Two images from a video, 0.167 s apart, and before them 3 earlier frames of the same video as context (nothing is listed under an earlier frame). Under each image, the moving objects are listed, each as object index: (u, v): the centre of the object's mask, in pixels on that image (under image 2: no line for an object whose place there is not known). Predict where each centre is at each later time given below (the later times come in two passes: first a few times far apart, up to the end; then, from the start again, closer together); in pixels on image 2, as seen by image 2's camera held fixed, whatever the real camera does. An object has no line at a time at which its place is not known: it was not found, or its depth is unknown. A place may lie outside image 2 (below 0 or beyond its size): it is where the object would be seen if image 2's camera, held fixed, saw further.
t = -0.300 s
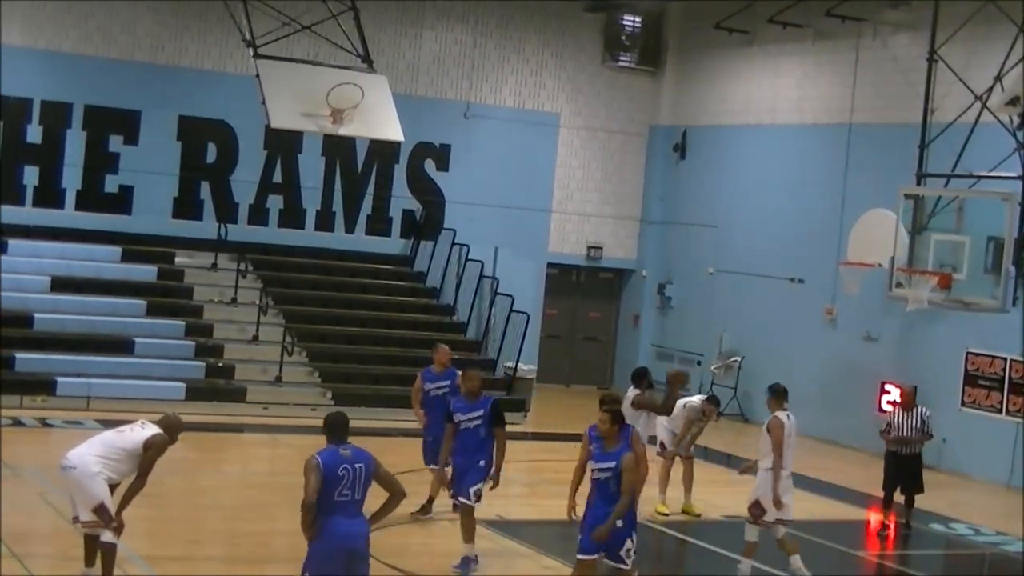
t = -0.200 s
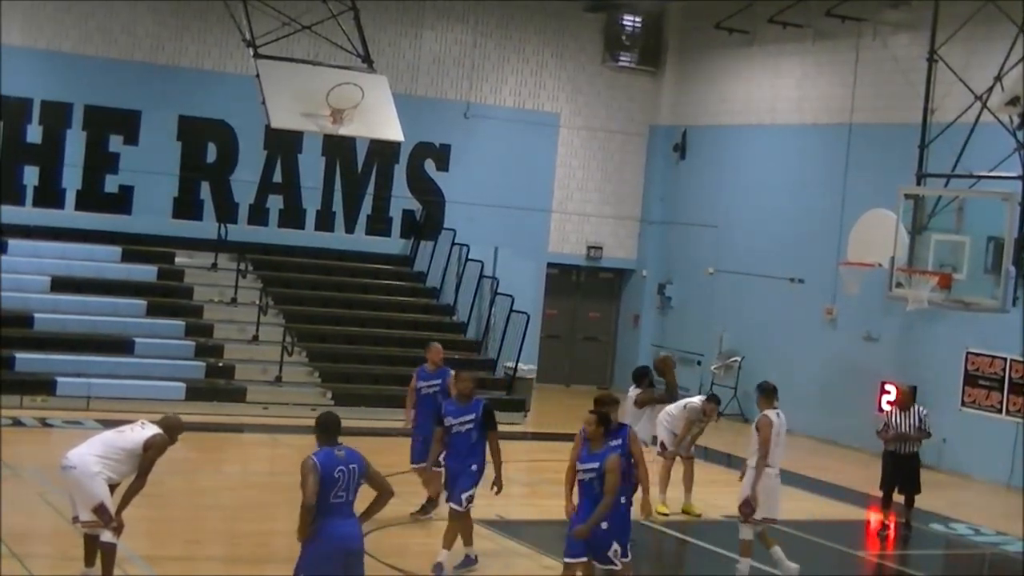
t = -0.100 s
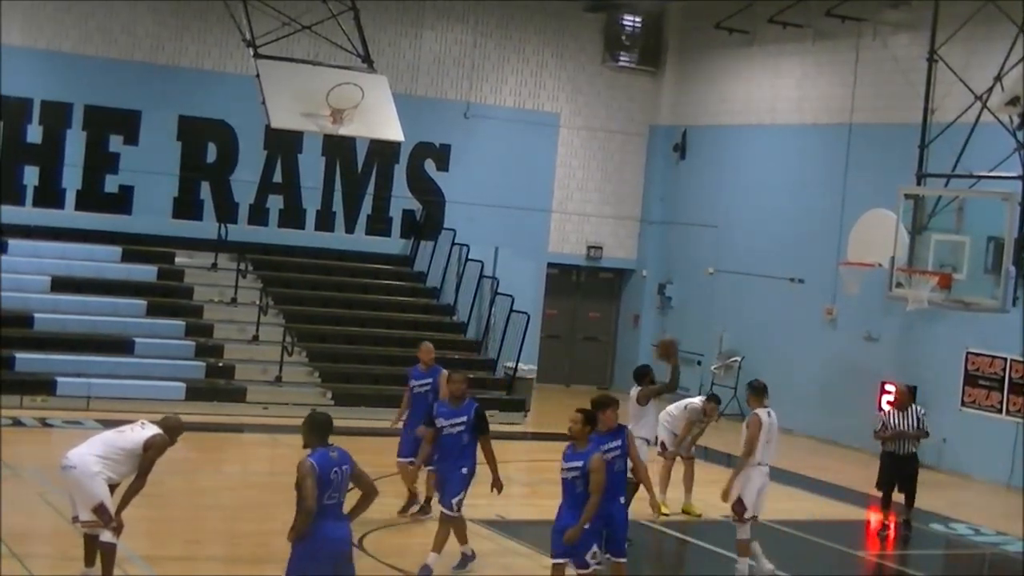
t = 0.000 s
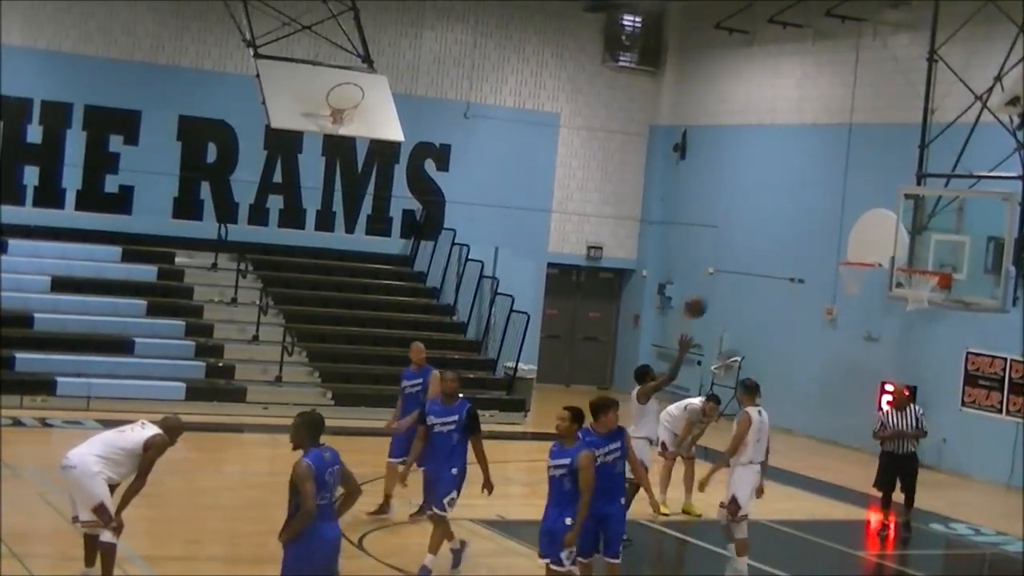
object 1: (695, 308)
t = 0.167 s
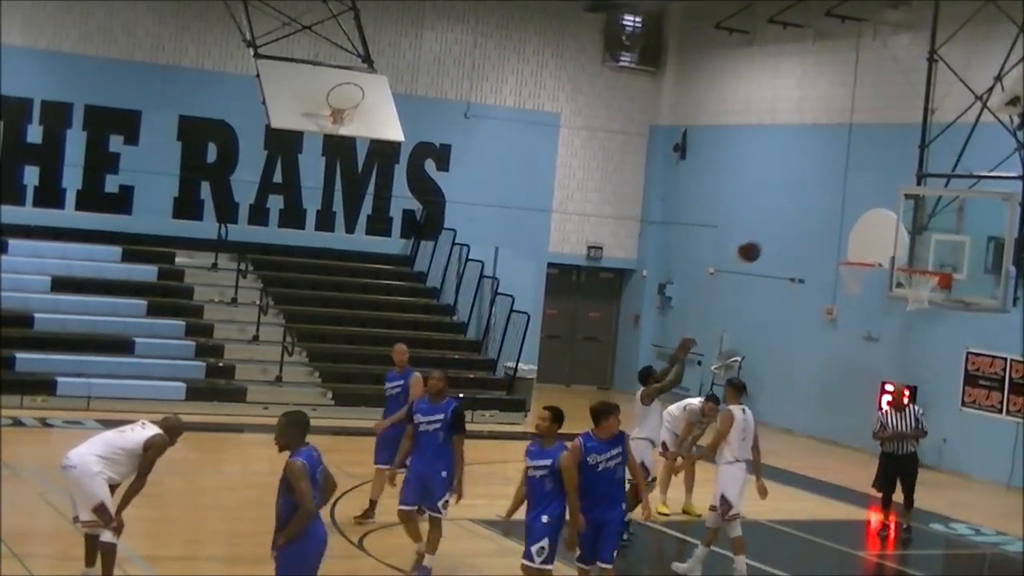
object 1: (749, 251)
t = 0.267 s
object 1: (780, 230)
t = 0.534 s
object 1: (853, 219)
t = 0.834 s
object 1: (925, 283)
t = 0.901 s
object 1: (938, 300)
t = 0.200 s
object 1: (759, 243)
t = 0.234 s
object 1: (769, 236)
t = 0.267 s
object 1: (780, 230)
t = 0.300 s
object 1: (789, 225)
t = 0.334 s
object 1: (798, 221)
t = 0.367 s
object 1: (808, 218)
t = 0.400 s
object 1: (817, 217)
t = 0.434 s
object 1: (826, 216)
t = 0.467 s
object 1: (835, 216)
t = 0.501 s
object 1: (844, 217)
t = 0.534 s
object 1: (853, 219)
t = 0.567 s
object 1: (861, 222)
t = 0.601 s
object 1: (870, 226)
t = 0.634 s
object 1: (878, 232)
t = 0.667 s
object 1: (887, 238)
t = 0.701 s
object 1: (894, 245)
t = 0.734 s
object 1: (902, 254)
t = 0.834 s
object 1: (925, 283)
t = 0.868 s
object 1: (934, 293)
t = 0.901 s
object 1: (938, 300)
